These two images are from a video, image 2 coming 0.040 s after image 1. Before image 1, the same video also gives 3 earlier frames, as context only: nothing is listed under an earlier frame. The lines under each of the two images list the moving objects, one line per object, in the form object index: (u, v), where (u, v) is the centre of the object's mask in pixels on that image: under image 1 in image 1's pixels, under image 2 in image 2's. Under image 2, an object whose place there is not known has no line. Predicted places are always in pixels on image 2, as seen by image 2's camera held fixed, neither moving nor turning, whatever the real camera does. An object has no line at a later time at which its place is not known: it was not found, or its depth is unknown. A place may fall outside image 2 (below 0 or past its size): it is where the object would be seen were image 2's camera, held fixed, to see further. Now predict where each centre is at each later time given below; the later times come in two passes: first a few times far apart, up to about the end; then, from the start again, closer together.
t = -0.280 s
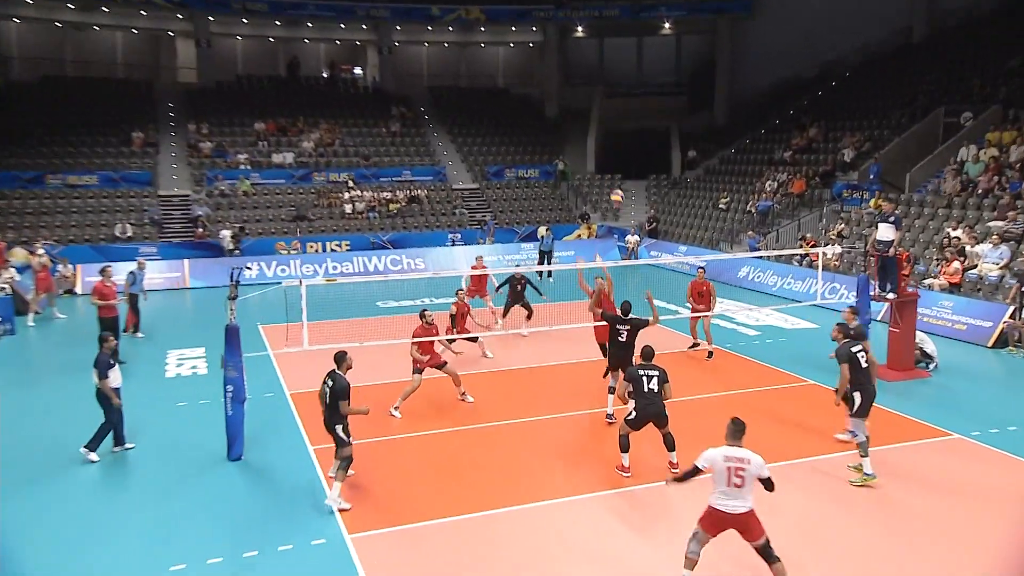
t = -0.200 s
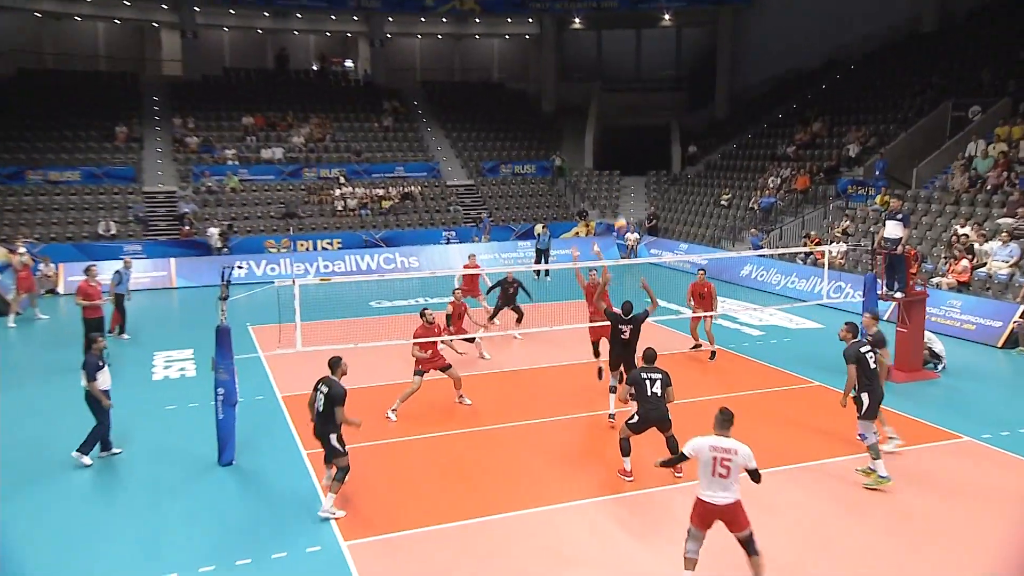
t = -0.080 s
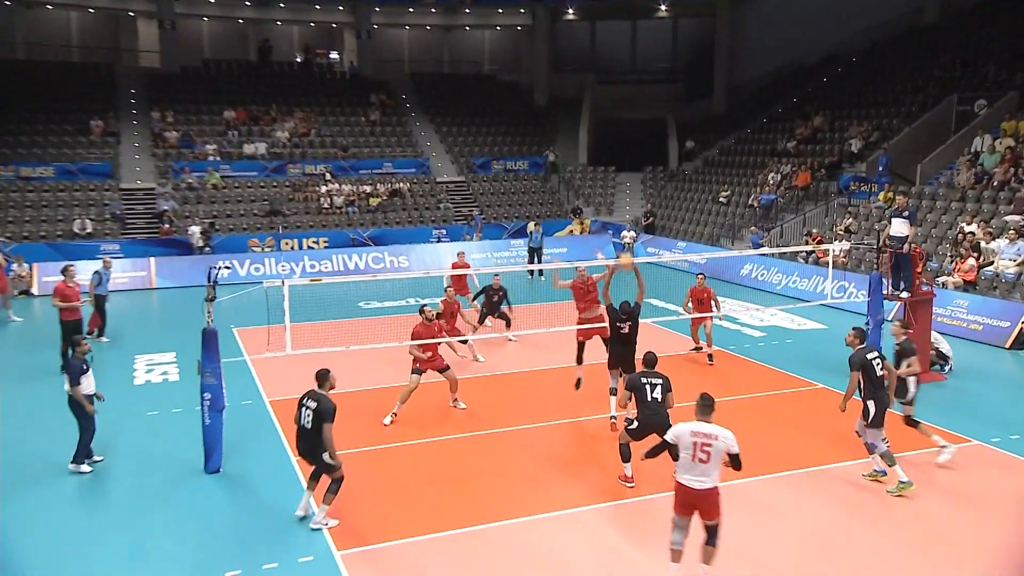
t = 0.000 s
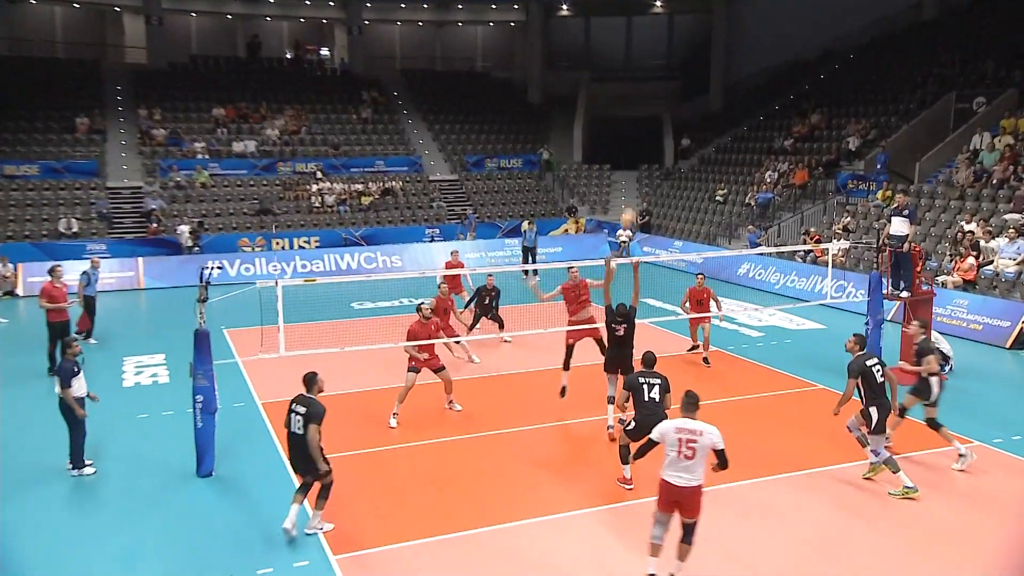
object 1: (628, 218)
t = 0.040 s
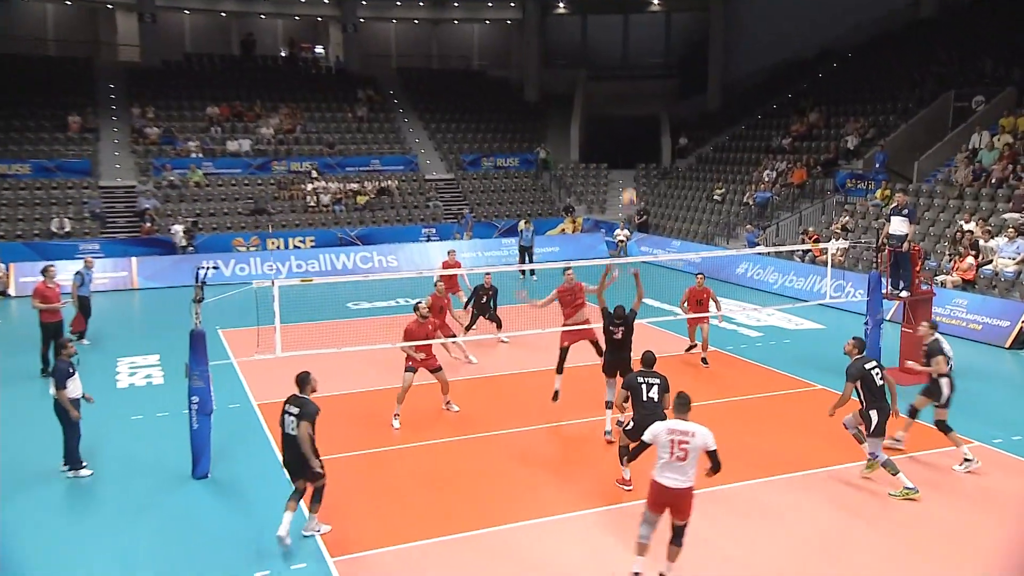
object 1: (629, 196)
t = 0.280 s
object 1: (647, 102)
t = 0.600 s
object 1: (673, 41)
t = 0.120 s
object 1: (635, 158)
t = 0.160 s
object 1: (638, 143)
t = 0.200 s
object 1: (641, 128)
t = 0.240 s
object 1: (644, 115)
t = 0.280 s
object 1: (647, 102)
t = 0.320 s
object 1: (650, 91)
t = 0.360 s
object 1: (653, 80)
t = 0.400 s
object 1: (657, 70)
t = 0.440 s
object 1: (661, 61)
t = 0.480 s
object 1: (664, 54)
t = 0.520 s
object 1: (667, 48)
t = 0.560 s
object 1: (670, 44)
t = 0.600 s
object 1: (673, 41)
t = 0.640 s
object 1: (676, 41)
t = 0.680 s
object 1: (679, 40)
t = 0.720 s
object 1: (682, 41)
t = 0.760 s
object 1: (685, 42)
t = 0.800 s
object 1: (687, 45)
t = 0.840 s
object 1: (690, 50)
